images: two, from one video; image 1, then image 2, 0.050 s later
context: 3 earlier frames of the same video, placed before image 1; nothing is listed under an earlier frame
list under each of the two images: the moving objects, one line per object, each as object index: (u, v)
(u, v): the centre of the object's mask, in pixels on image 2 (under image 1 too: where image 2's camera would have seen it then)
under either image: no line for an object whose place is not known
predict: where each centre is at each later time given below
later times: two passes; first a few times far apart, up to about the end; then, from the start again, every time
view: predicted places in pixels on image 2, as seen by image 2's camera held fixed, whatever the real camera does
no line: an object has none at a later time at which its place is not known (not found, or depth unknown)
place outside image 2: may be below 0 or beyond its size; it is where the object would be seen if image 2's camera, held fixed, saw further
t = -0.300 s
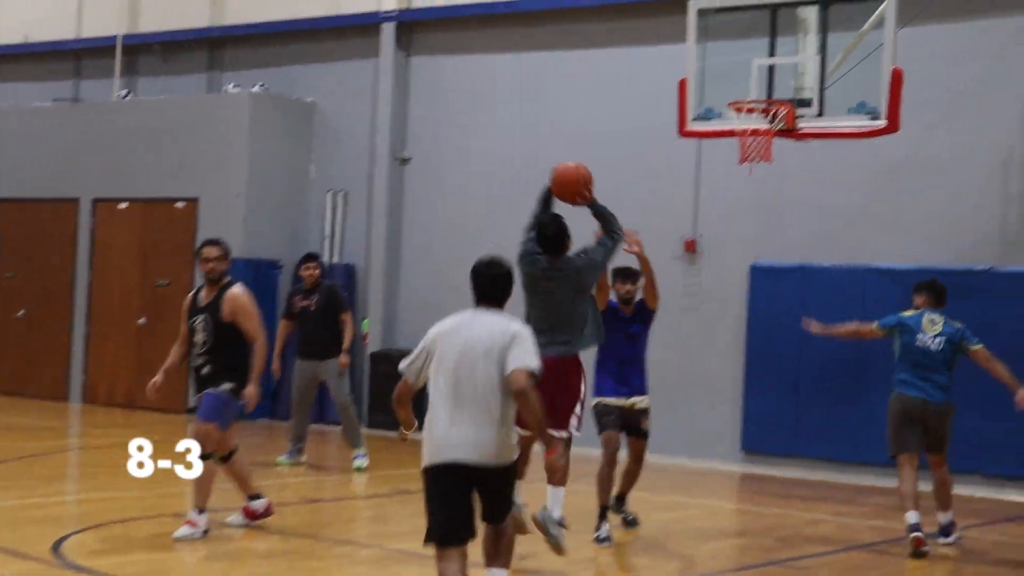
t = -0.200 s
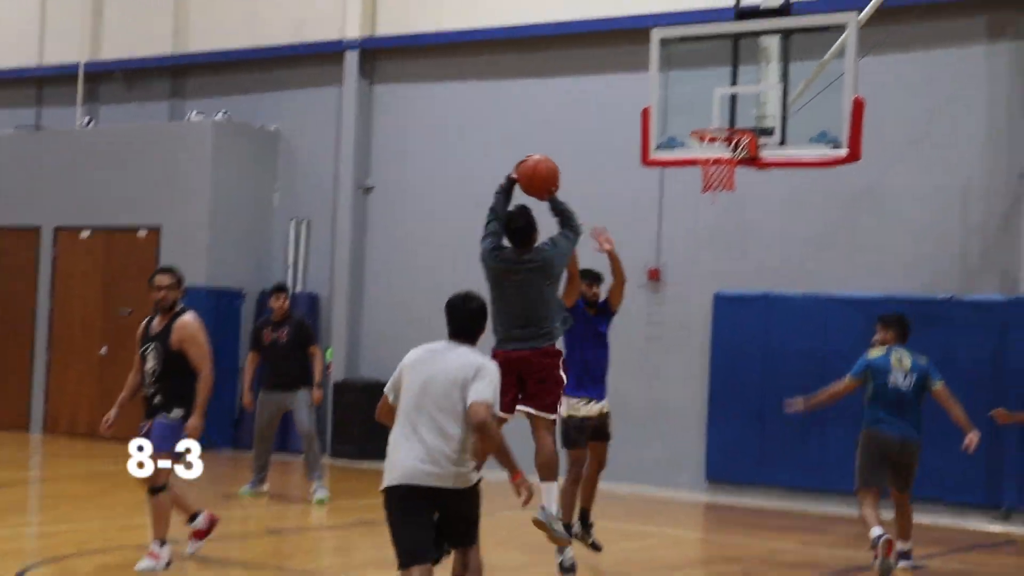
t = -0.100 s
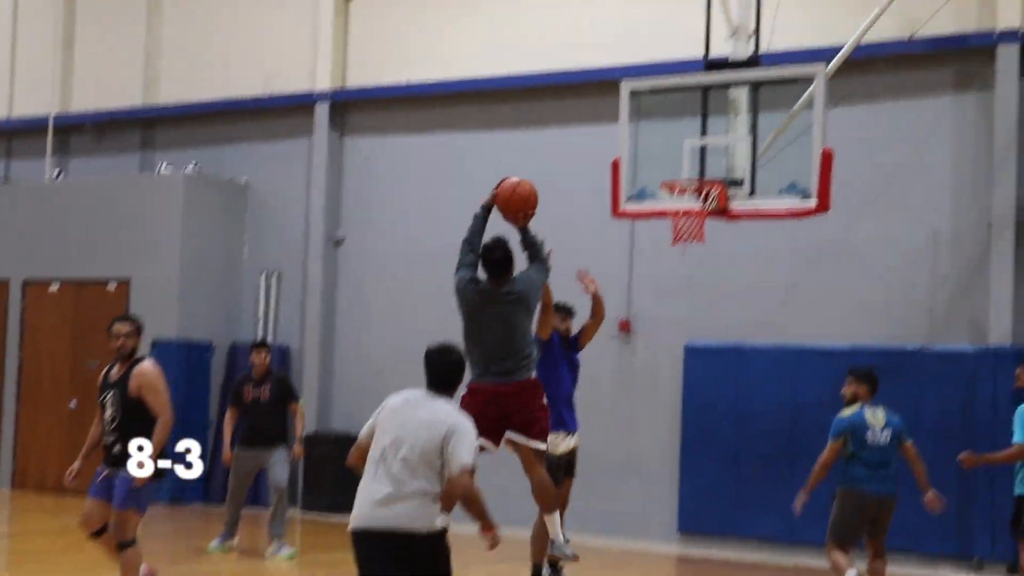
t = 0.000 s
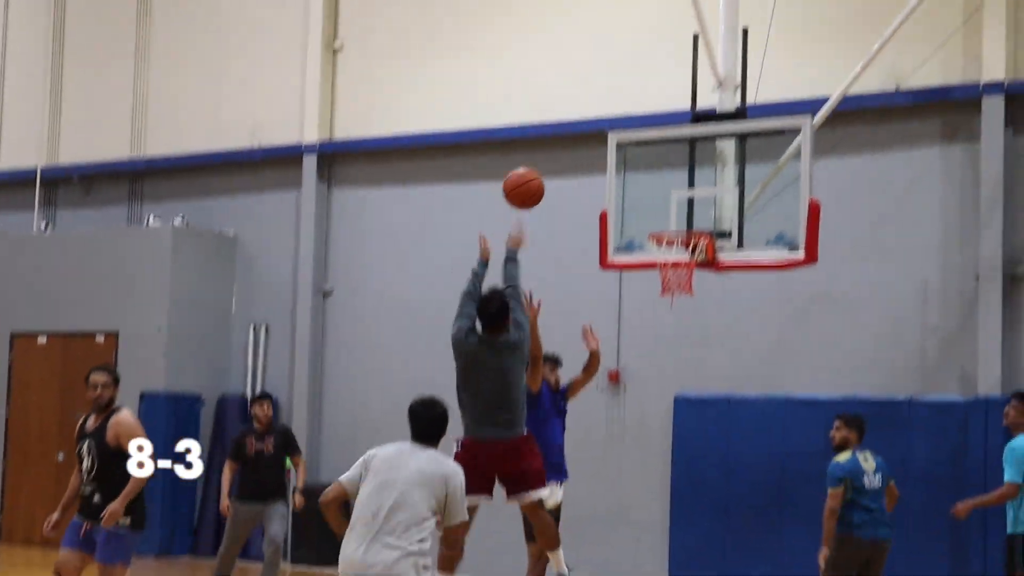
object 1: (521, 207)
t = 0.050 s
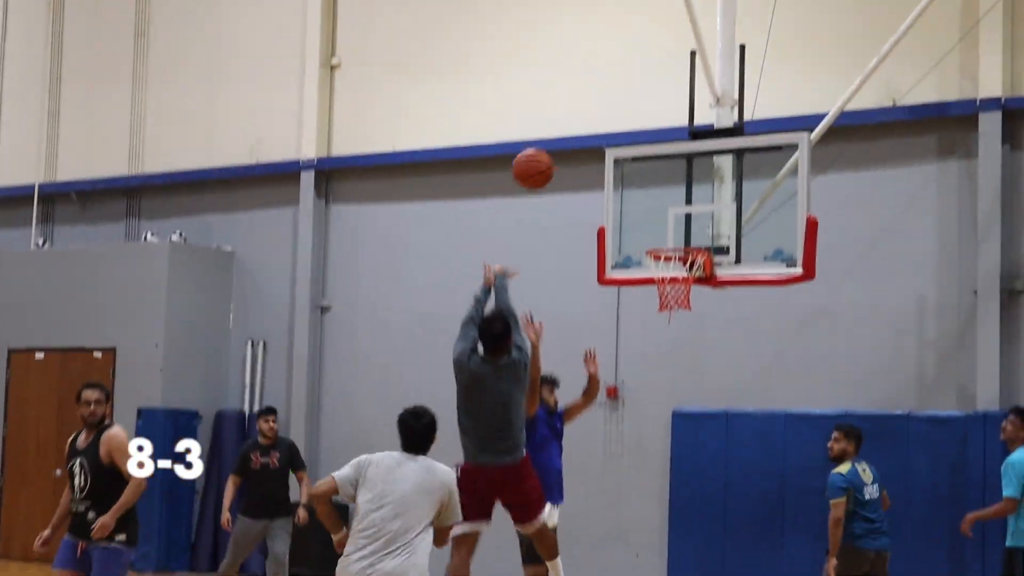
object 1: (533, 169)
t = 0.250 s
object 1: (572, 78)
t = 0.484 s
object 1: (610, 58)
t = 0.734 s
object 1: (642, 121)
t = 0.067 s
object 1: (536, 158)
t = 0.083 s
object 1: (539, 149)
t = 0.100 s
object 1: (542, 140)
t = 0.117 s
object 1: (546, 130)
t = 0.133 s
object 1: (550, 122)
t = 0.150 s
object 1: (554, 114)
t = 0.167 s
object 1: (557, 106)
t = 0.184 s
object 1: (560, 99)
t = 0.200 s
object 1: (562, 93)
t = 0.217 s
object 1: (565, 88)
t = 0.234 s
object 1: (568, 83)
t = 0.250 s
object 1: (572, 78)
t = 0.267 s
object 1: (575, 74)
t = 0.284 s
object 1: (578, 70)
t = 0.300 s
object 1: (581, 66)
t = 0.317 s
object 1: (584, 63)
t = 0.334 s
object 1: (587, 61)
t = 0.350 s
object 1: (589, 59)
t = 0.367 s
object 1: (592, 58)
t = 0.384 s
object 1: (595, 57)
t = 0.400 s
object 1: (597, 55)
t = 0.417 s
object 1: (600, 55)
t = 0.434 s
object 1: (602, 56)
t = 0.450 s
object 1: (605, 56)
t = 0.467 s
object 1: (607, 57)
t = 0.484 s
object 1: (610, 58)
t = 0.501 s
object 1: (612, 60)
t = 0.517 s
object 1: (614, 62)
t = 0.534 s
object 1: (616, 65)
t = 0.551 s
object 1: (619, 68)
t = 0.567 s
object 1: (621, 71)
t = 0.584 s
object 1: (623, 75)
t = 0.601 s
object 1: (626, 79)
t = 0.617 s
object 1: (628, 83)
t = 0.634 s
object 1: (630, 87)
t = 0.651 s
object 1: (632, 91)
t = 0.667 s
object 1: (634, 97)
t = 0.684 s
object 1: (636, 102)
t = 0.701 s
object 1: (637, 108)
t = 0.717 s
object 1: (639, 114)
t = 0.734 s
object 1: (642, 121)
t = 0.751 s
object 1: (644, 128)
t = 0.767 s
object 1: (646, 135)
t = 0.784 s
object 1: (647, 141)
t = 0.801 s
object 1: (649, 149)
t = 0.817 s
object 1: (650, 157)
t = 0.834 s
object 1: (653, 165)
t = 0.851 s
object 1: (656, 173)
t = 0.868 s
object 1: (657, 182)
